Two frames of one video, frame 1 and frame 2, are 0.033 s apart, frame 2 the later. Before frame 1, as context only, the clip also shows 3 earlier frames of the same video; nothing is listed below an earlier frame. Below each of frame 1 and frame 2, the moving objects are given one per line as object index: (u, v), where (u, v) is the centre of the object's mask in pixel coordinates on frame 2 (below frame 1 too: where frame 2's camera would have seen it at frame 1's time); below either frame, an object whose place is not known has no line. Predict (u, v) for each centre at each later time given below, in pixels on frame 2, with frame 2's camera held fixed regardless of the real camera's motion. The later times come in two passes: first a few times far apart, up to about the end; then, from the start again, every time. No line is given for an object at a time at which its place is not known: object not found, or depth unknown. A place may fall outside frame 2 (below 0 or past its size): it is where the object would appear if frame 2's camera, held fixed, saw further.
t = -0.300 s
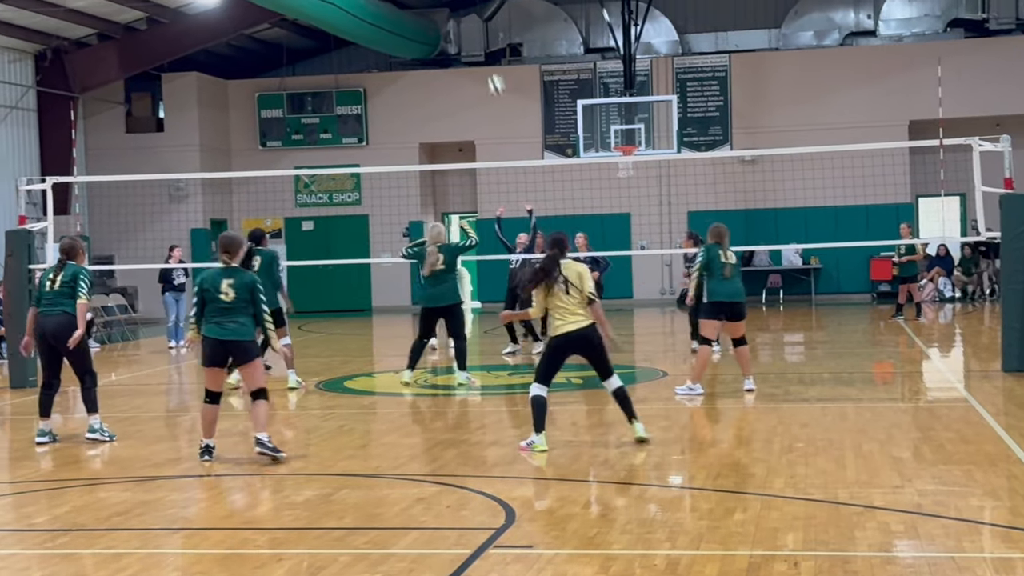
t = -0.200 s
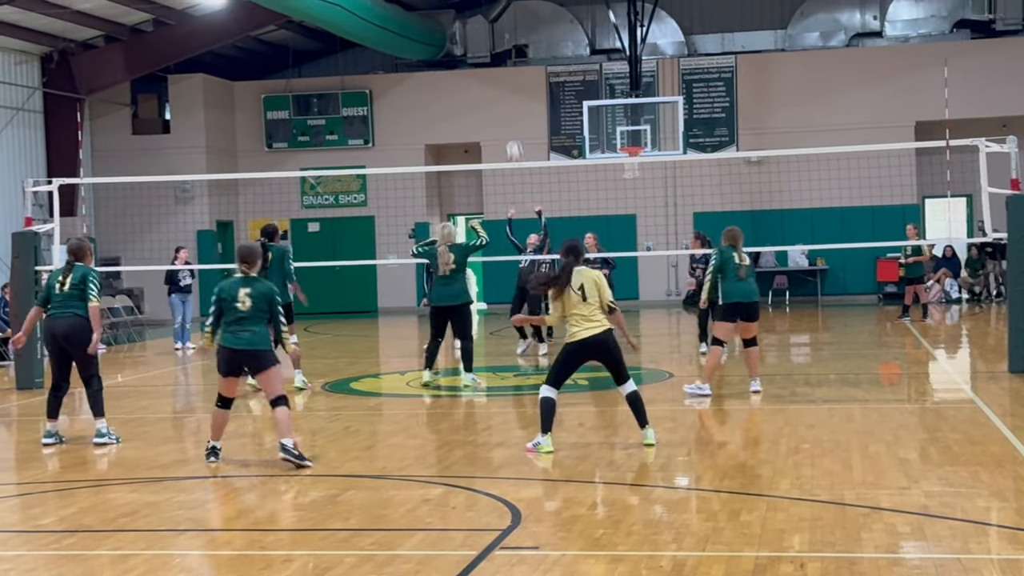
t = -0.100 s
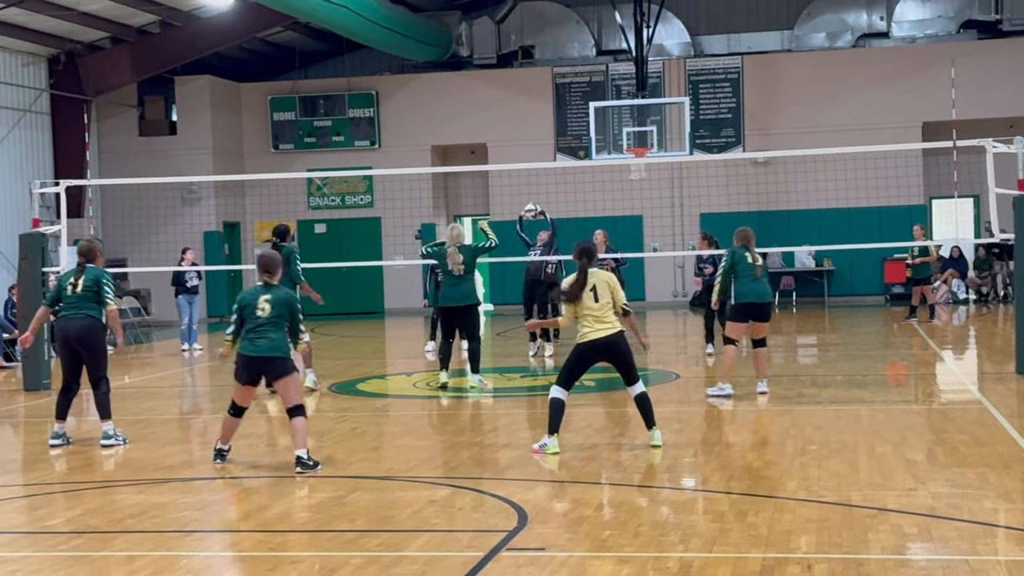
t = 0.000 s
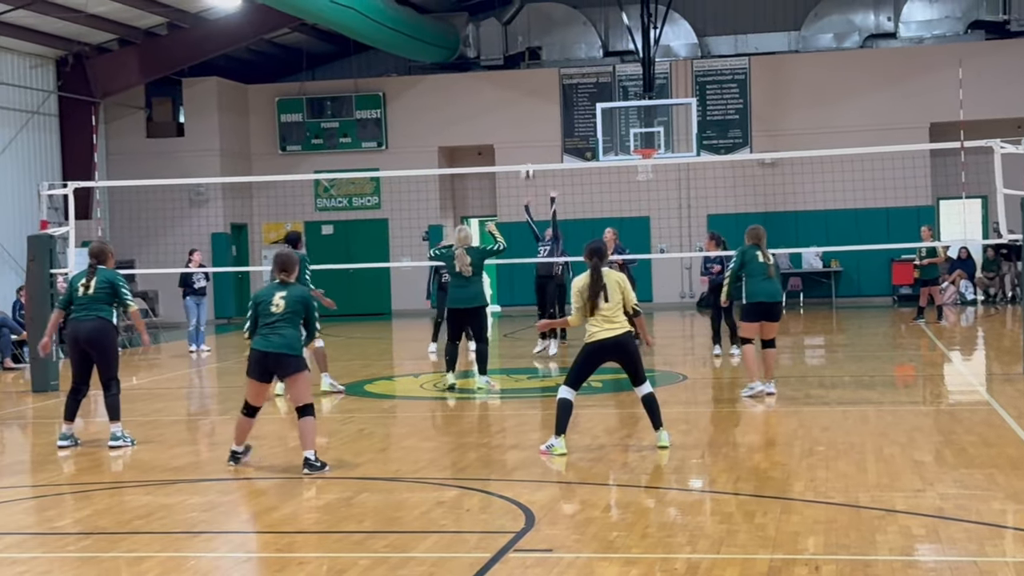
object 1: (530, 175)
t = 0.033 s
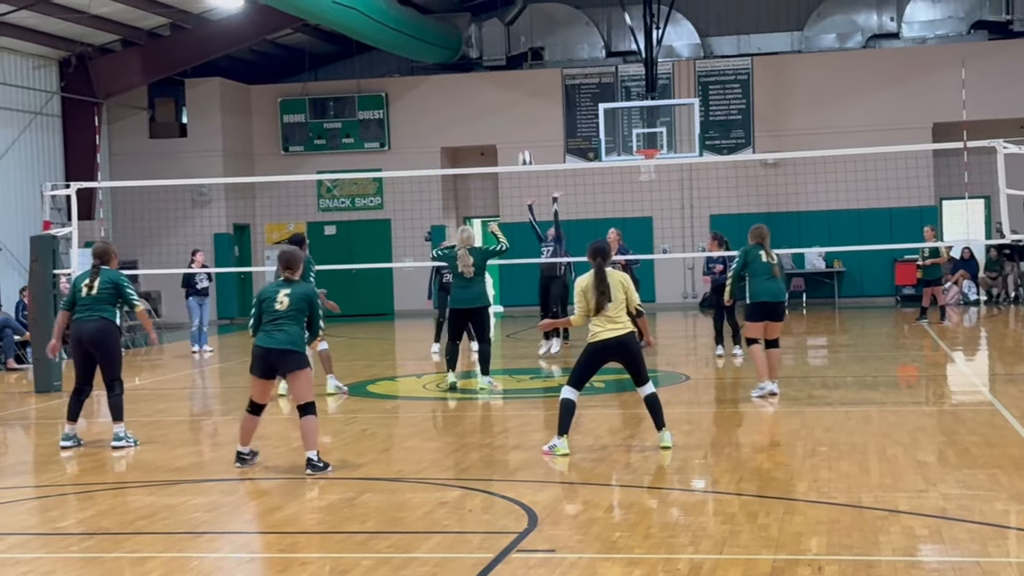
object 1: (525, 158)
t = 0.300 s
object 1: (492, 89)
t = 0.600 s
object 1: (457, 75)
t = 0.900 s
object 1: (424, 130)
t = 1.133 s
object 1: (403, 219)
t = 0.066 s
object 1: (521, 146)
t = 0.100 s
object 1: (516, 136)
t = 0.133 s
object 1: (512, 125)
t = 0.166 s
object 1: (509, 117)
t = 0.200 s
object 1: (504, 109)
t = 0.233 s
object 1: (500, 102)
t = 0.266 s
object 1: (495, 95)
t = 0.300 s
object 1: (492, 89)
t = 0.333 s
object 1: (488, 84)
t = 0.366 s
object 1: (483, 80)
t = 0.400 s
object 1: (479, 76)
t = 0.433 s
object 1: (475, 74)
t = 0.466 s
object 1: (472, 73)
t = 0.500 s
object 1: (468, 72)
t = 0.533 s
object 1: (464, 73)
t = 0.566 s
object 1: (461, 73)
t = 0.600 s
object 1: (457, 75)
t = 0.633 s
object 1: (453, 78)
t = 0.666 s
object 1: (449, 82)
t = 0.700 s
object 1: (445, 86)
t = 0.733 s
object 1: (441, 92)
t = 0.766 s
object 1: (439, 98)
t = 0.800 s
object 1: (435, 105)
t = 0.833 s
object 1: (431, 112)
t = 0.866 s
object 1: (428, 121)
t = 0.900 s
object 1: (424, 130)
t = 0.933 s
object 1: (420, 140)
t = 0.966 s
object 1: (418, 151)
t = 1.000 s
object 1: (415, 163)
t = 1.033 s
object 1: (411, 177)
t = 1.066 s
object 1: (409, 189)
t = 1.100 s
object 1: (406, 204)
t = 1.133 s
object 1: (403, 219)
